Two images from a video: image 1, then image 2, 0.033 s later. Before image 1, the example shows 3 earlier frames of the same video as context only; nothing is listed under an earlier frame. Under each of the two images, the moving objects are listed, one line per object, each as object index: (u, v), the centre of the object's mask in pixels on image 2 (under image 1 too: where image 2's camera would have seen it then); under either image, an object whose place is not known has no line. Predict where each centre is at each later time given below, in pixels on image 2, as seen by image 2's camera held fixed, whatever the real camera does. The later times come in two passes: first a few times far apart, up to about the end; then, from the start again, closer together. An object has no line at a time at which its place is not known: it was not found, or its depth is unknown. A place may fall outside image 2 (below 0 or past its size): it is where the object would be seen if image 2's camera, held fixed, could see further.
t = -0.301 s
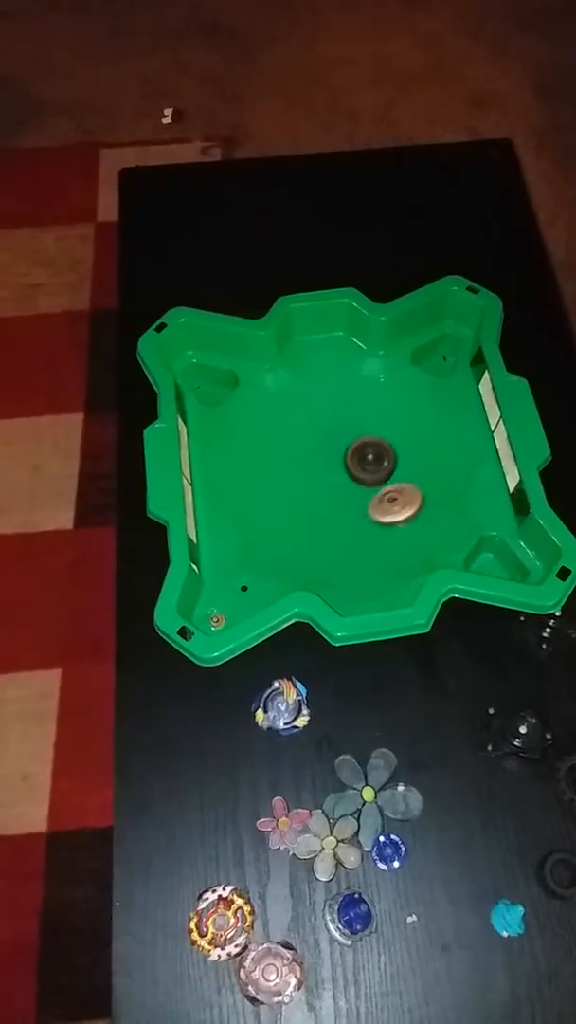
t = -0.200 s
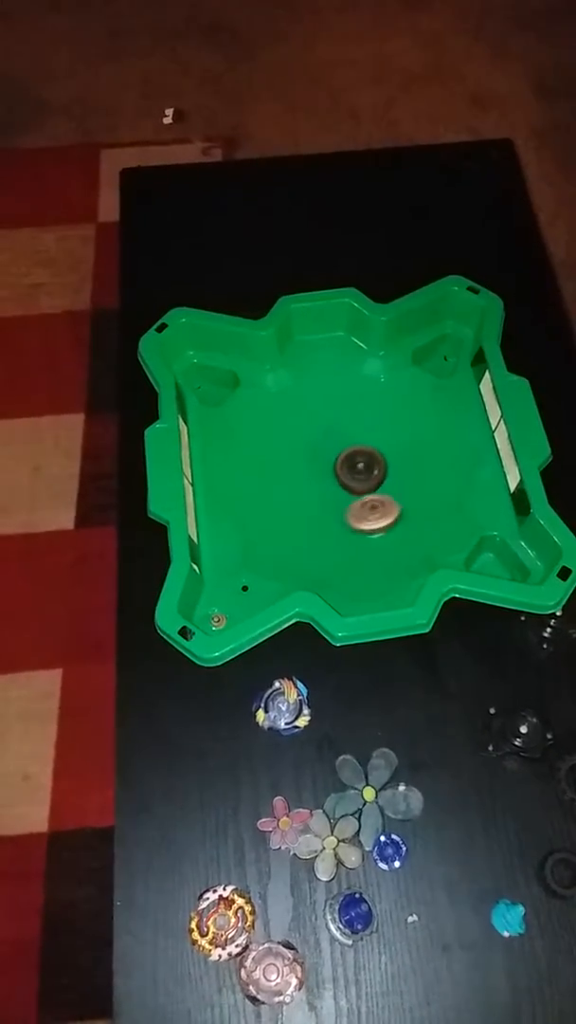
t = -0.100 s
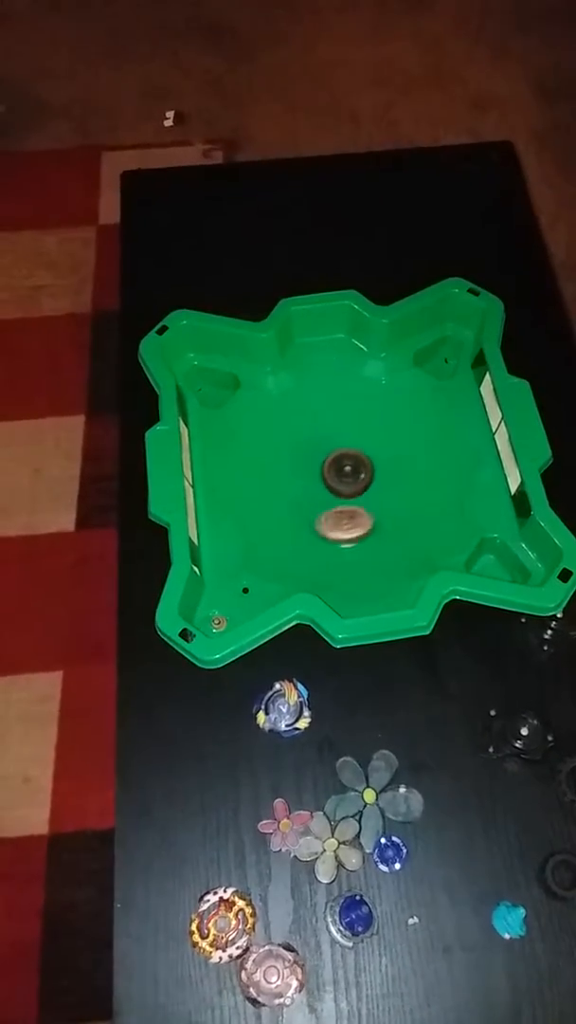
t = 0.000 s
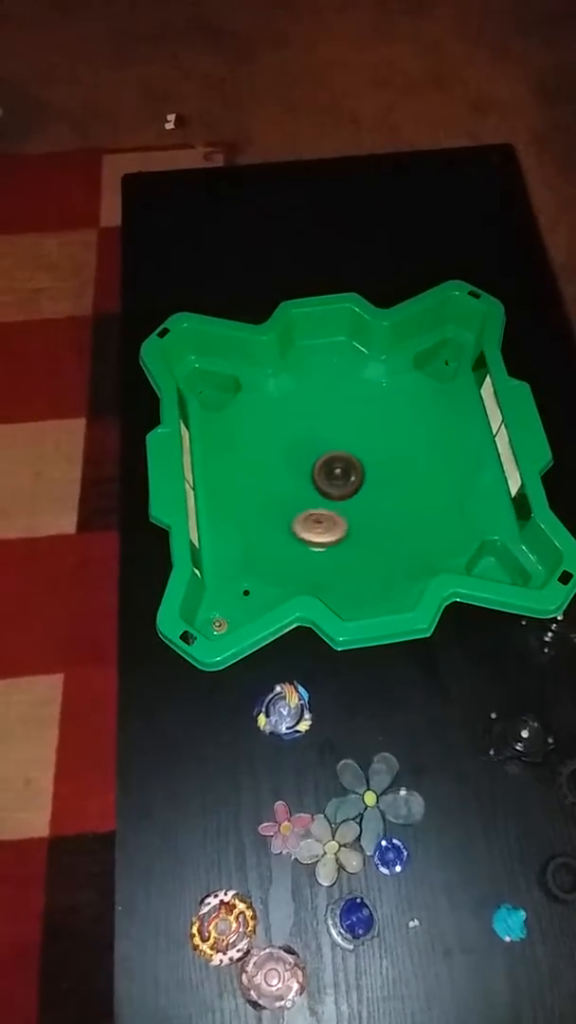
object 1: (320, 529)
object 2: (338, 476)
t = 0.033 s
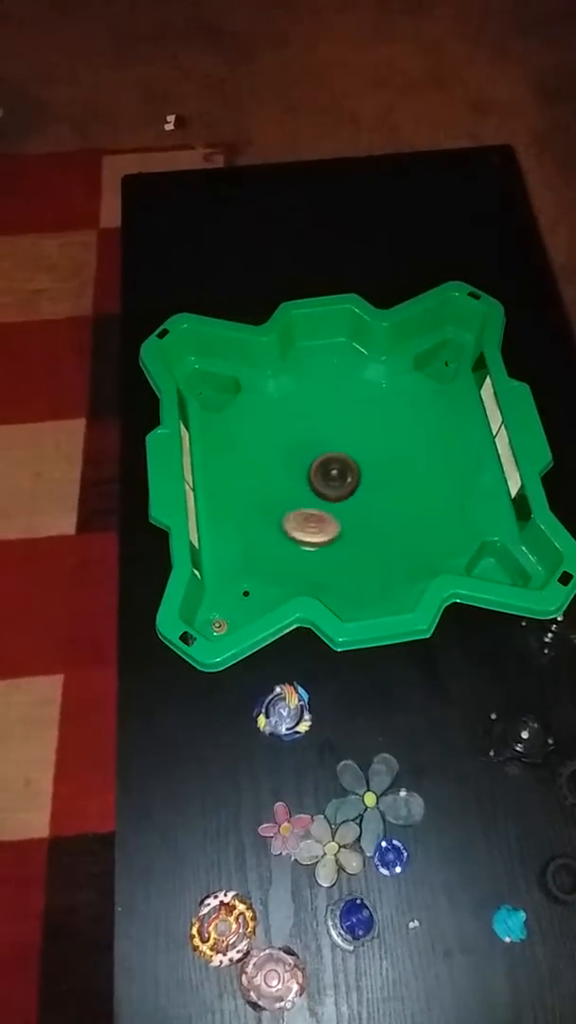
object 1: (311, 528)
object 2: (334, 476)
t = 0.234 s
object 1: (275, 506)
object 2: (317, 476)
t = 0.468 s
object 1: (271, 470)
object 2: (326, 466)
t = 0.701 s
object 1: (308, 443)
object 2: (360, 469)
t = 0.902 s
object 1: (356, 437)
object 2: (380, 485)
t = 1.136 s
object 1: (405, 453)
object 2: (378, 504)
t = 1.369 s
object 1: (418, 485)
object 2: (354, 503)
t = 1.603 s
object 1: (386, 516)
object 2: (332, 481)
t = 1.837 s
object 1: (327, 520)
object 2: (331, 455)
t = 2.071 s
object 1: (286, 490)
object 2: (348, 446)
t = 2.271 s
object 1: (282, 457)
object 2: (357, 457)
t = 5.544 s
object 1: (332, 449)
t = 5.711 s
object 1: (340, 438)
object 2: (323, 490)
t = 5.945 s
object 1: (353, 440)
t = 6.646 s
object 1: (309, 475)
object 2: (378, 507)
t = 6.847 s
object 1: (303, 477)
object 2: (365, 490)
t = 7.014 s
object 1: (303, 481)
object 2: (358, 470)
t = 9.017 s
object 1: (339, 442)
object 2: (351, 493)
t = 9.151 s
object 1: (328, 438)
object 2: (352, 483)
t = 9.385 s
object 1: (309, 431)
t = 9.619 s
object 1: (307, 447)
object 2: (357, 473)
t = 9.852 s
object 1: (301, 474)
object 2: (360, 470)
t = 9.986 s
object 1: (301, 489)
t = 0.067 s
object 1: (303, 526)
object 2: (331, 476)
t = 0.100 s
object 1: (296, 523)
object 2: (328, 476)
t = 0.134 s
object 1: (289, 519)
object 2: (325, 476)
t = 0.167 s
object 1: (284, 516)
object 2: (322, 476)
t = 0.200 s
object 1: (279, 511)
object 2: (320, 476)
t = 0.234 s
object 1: (275, 506)
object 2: (317, 476)
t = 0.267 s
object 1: (271, 501)
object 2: (315, 475)
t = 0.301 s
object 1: (269, 497)
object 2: (315, 474)
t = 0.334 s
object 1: (268, 491)
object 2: (315, 473)
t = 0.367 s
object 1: (267, 486)
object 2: (316, 471)
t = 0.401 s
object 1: (267, 480)
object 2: (318, 470)
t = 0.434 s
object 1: (268, 475)
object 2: (322, 468)
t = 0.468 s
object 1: (271, 470)
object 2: (326, 466)
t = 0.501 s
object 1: (274, 465)
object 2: (330, 465)
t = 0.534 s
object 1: (279, 461)
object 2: (334, 465)
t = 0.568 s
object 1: (284, 457)
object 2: (338, 465)
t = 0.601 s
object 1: (288, 453)
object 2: (343, 465)
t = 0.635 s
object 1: (294, 449)
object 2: (349, 466)
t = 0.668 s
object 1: (301, 446)
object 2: (354, 468)
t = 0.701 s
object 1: (308, 443)
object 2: (360, 469)
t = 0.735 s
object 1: (316, 441)
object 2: (365, 471)
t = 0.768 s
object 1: (323, 439)
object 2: (368, 473)
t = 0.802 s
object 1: (331, 438)
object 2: (372, 476)
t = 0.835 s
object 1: (340, 437)
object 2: (375, 479)
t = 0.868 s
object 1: (348, 436)
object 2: (378, 482)
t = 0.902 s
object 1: (356, 437)
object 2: (380, 485)
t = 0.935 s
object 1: (365, 438)
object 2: (382, 488)
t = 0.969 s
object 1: (373, 439)
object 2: (382, 491)
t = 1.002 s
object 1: (380, 440)
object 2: (383, 494)
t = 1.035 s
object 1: (387, 443)
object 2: (383, 497)
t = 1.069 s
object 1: (394, 446)
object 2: (382, 500)
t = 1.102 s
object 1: (400, 449)
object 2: (380, 502)
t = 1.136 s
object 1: (405, 453)
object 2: (378, 504)
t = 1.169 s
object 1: (409, 457)
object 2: (375, 505)
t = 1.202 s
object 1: (413, 461)
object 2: (372, 506)
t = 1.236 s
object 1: (416, 466)
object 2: (369, 506)
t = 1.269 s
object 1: (418, 470)
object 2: (365, 506)
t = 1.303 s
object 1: (419, 476)
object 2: (362, 505)
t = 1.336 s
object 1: (419, 480)
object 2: (358, 504)
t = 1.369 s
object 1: (418, 485)
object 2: (354, 503)
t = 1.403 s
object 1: (416, 491)
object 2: (351, 501)
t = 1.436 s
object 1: (413, 494)
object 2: (347, 499)
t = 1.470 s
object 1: (410, 500)
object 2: (343, 496)
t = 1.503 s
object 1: (405, 504)
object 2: (340, 492)
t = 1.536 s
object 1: (400, 508)
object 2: (337, 489)
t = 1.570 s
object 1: (394, 512)
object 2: (335, 485)
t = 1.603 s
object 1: (386, 516)
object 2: (332, 481)
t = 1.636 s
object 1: (379, 519)
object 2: (331, 477)
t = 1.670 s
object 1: (371, 521)
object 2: (330, 473)
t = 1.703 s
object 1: (362, 522)
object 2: (330, 469)
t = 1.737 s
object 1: (353, 522)
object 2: (329, 465)
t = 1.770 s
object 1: (345, 523)
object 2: (330, 462)
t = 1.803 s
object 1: (336, 522)
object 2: (330, 458)
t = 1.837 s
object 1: (327, 520)
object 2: (331, 455)
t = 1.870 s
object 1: (320, 518)
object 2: (332, 452)
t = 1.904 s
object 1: (312, 514)
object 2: (335, 448)
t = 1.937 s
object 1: (305, 510)
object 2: (338, 446)
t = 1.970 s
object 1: (299, 506)
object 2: (341, 445)
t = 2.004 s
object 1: (294, 501)
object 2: (344, 445)
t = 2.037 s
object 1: (289, 495)
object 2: (346, 445)
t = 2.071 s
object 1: (286, 490)
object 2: (348, 446)
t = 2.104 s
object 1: (283, 484)
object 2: (350, 447)
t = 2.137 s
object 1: (281, 478)
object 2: (352, 448)
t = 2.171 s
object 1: (280, 473)
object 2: (353, 449)
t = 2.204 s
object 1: (280, 467)
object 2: (355, 451)
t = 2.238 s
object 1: (280, 461)
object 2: (356, 454)
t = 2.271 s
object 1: (282, 457)
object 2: (357, 457)
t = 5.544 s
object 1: (332, 449)
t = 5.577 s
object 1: (333, 446)
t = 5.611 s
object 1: (334, 443)
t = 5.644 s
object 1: (336, 441)
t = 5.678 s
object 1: (338, 438)
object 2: (319, 493)
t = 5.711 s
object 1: (340, 438)
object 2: (323, 490)
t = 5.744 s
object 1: (343, 437)
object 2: (328, 486)
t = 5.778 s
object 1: (345, 437)
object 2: (333, 483)
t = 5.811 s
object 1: (347, 435)
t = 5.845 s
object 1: (350, 436)
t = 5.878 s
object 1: (351, 437)
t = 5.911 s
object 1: (352, 438)
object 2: (353, 489)
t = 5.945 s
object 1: (353, 440)
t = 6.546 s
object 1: (317, 475)
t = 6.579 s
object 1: (314, 475)
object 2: (381, 509)
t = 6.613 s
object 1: (311, 475)
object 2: (380, 508)
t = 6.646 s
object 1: (309, 475)
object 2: (378, 507)
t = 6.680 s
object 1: (307, 476)
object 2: (377, 505)
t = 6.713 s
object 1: (305, 476)
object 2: (375, 502)
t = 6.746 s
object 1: (304, 476)
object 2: (373, 499)
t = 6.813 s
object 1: (302, 476)
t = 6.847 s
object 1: (303, 477)
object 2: (365, 490)
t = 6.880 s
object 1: (303, 477)
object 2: (361, 486)
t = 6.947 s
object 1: (302, 478)
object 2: (360, 477)
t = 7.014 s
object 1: (303, 481)
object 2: (358, 470)
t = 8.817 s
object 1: (359, 454)
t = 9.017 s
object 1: (339, 442)
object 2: (351, 493)
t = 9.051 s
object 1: (336, 440)
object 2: (351, 490)
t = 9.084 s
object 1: (333, 440)
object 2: (352, 487)
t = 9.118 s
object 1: (330, 438)
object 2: (352, 485)
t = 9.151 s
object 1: (328, 438)
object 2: (352, 483)
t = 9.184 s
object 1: (325, 437)
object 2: (352, 482)
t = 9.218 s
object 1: (321, 433)
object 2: (354, 483)
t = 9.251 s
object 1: (319, 432)
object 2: (356, 483)
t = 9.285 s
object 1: (316, 431)
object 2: (356, 483)
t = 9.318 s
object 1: (313, 431)
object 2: (356, 482)
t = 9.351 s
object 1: (311, 431)
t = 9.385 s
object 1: (309, 431)
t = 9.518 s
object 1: (307, 438)
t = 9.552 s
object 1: (307, 440)
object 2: (357, 475)
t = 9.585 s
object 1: (308, 444)
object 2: (357, 474)
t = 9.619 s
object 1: (307, 447)
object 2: (357, 473)
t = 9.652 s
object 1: (307, 451)
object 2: (358, 472)
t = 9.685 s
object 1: (306, 454)
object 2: (359, 472)
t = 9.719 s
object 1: (305, 458)
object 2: (359, 472)
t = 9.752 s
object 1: (304, 461)
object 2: (359, 472)
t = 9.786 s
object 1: (303, 465)
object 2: (360, 471)
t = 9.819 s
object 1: (302, 470)
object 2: (360, 470)
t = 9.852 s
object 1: (301, 474)
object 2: (360, 470)
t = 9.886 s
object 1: (301, 478)
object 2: (359, 469)
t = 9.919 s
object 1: (300, 482)
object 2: (359, 469)
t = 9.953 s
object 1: (300, 485)
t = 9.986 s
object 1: (301, 489)
